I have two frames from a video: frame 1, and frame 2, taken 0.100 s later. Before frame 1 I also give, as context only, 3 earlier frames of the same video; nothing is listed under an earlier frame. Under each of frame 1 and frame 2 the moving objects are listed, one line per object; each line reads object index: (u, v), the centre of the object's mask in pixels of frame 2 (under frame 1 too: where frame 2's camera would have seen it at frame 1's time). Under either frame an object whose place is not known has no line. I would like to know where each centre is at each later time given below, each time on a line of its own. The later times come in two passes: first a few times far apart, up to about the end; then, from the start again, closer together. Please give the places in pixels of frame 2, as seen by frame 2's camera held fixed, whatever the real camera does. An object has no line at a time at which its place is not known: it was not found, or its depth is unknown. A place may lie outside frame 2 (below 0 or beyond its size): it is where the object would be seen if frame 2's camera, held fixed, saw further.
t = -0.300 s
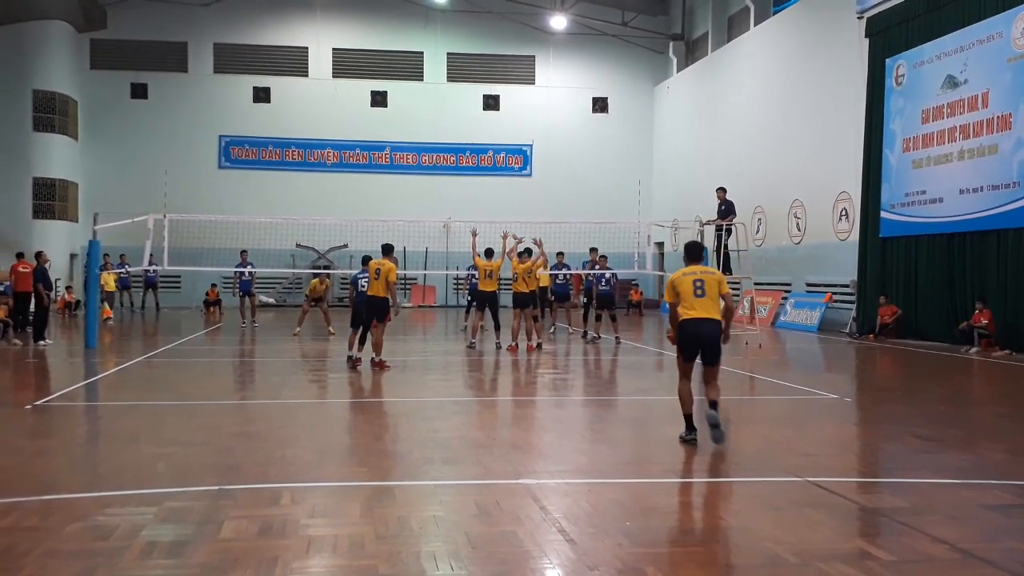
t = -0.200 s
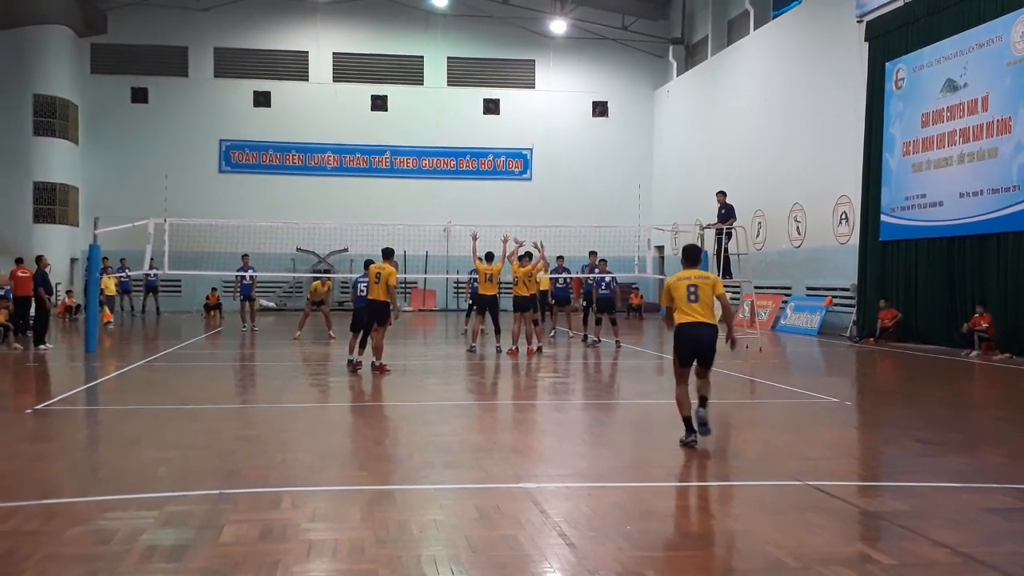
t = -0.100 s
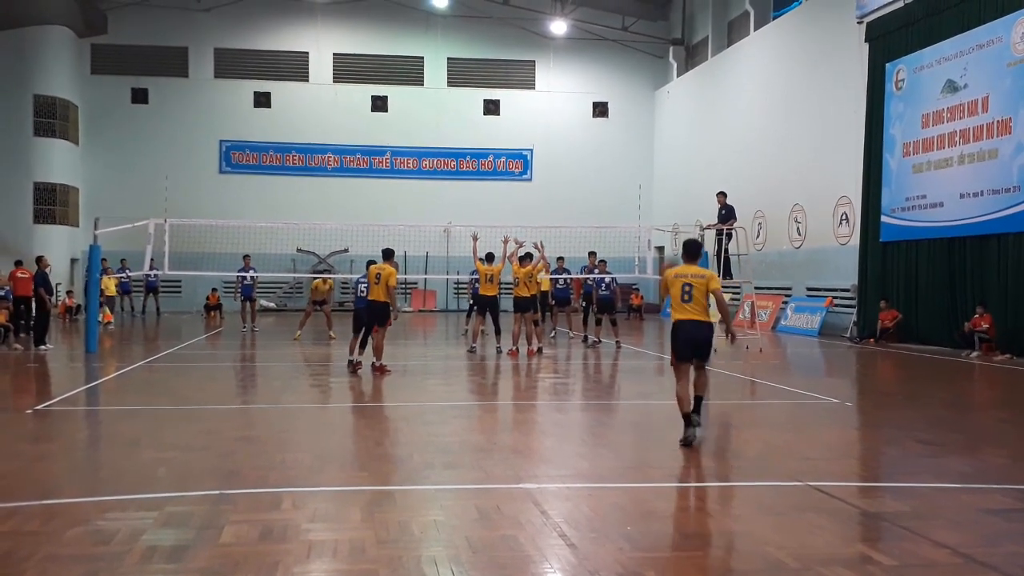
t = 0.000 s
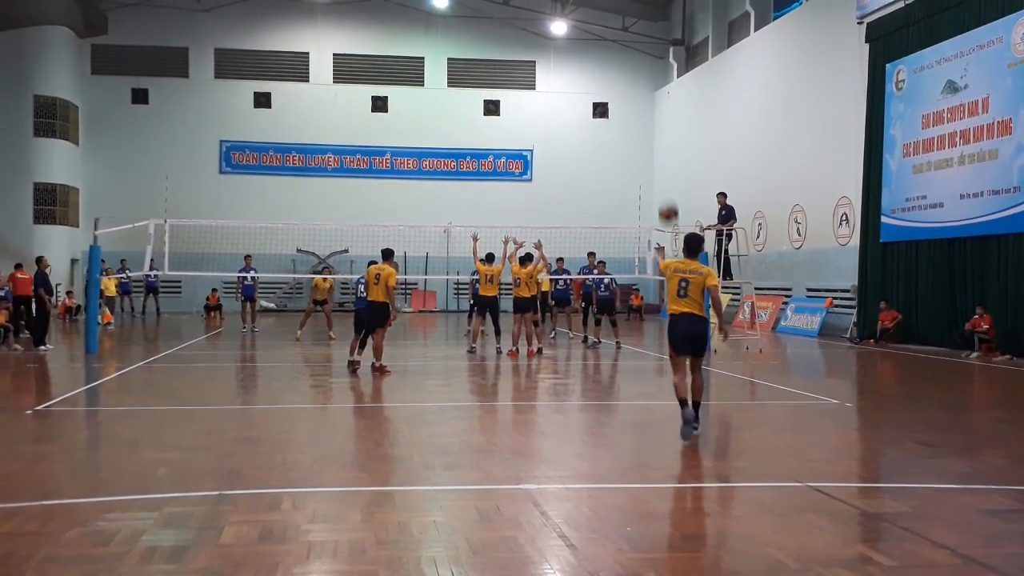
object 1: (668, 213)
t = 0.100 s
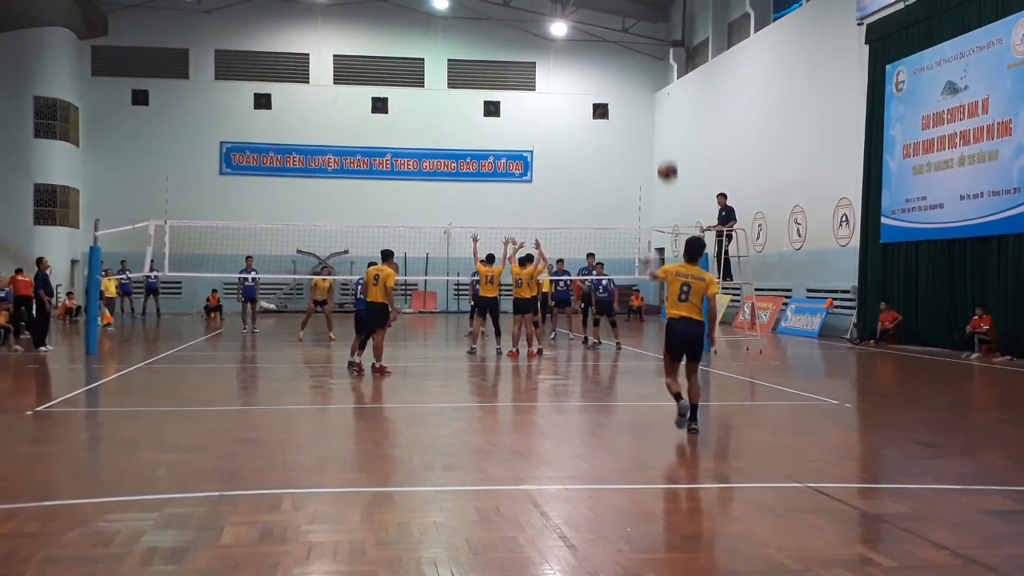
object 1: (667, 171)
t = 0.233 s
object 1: (666, 132)
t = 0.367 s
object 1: (665, 112)
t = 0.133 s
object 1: (667, 159)
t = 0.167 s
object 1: (667, 149)
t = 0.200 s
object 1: (666, 140)
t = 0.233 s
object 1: (666, 132)
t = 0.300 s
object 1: (665, 120)
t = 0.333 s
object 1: (665, 115)
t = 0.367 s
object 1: (665, 112)
